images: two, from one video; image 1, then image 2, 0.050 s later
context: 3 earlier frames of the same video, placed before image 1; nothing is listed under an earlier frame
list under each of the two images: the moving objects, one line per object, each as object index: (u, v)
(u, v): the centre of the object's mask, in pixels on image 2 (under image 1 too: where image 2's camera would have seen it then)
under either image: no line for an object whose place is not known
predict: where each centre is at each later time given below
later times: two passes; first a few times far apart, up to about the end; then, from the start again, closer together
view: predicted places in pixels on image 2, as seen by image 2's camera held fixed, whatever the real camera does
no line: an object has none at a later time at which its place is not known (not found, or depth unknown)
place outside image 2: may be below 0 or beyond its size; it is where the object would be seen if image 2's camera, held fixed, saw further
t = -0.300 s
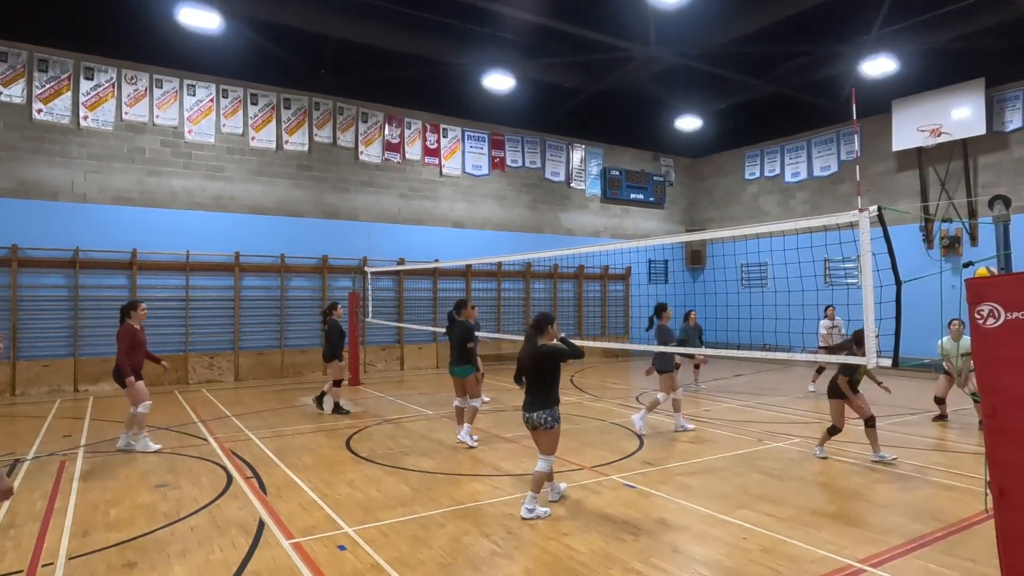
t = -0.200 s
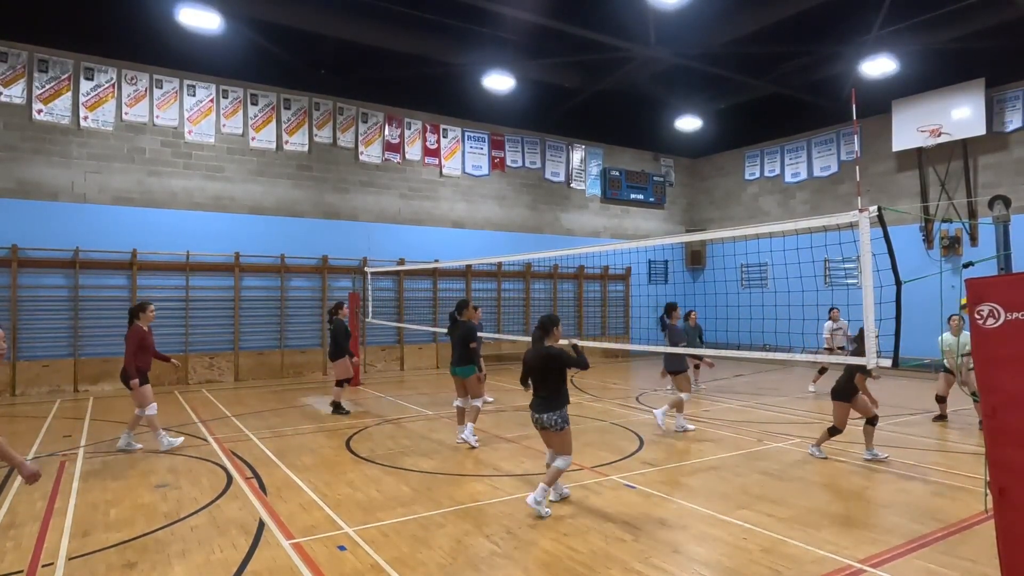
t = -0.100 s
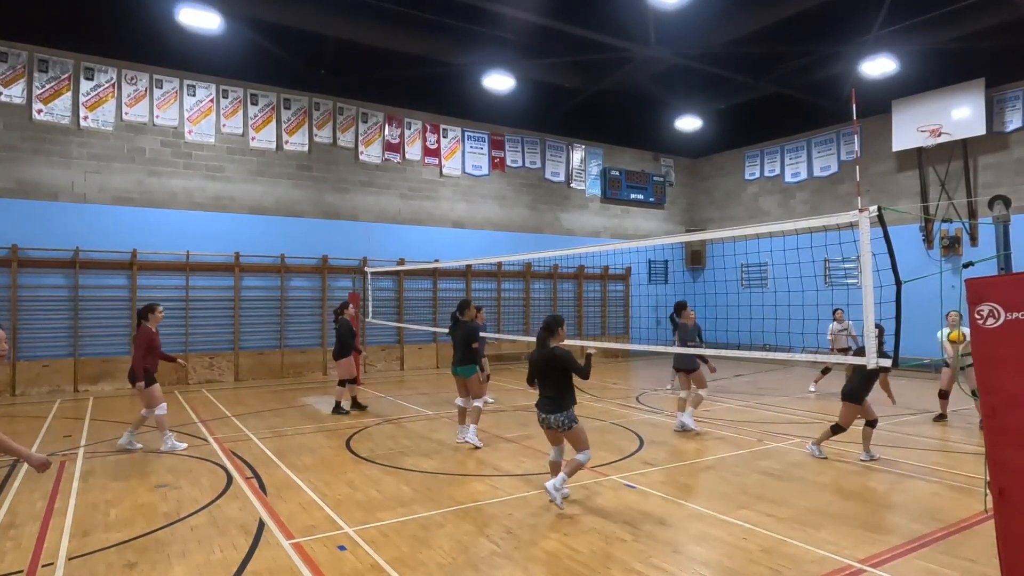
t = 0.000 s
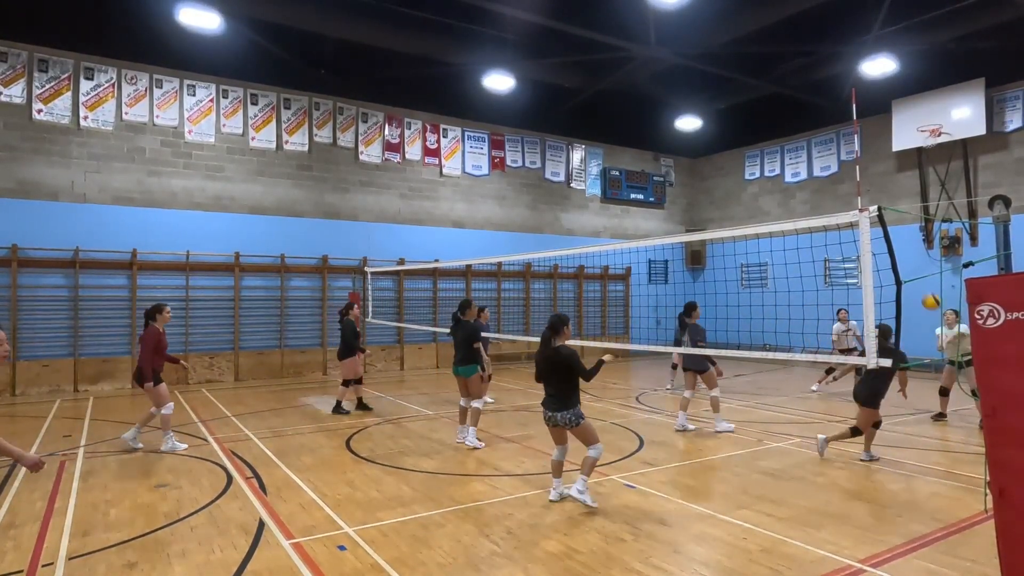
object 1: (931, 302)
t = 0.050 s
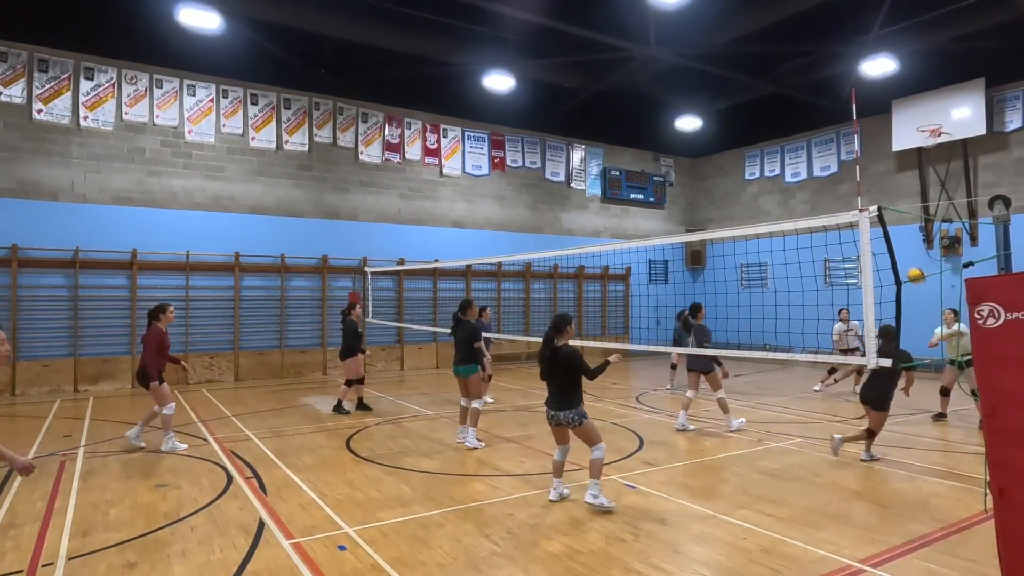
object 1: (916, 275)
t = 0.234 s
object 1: (864, 197)
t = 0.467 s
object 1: (798, 137)
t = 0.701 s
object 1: (735, 119)
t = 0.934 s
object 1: (674, 139)
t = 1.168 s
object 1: (617, 194)
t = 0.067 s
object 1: (911, 267)
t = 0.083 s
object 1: (906, 260)
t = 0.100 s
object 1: (902, 252)
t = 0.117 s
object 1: (898, 244)
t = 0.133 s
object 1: (895, 236)
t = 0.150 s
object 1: (889, 229)
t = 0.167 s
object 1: (877, 226)
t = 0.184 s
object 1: (875, 221)
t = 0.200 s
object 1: (872, 203)
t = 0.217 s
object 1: (868, 202)
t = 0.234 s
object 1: (864, 197)
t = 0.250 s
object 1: (858, 191)
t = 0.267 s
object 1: (854, 187)
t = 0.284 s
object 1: (848, 181)
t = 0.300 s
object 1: (844, 176)
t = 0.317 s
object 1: (840, 171)
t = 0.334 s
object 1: (835, 166)
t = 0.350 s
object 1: (830, 163)
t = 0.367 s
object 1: (825, 158)
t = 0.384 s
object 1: (820, 154)
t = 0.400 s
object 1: (816, 150)
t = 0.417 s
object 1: (812, 147)
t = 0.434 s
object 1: (807, 143)
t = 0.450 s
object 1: (803, 141)
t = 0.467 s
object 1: (798, 137)
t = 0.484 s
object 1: (793, 135)
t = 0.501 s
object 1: (789, 132)
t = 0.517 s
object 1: (784, 130)
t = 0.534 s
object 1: (779, 129)
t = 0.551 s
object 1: (775, 127)
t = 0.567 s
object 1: (770, 125)
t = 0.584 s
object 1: (766, 124)
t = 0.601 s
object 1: (761, 122)
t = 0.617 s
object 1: (757, 121)
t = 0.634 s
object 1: (752, 121)
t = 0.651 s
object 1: (748, 120)
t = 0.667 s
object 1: (743, 119)
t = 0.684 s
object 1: (739, 119)
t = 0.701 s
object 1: (735, 119)
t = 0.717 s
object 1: (730, 119)
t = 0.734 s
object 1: (726, 119)
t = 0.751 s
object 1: (722, 120)
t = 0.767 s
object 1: (717, 121)
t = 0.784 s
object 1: (713, 121)
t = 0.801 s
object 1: (709, 122)
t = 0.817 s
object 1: (705, 124)
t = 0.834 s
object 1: (701, 126)
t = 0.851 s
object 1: (697, 128)
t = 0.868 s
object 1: (692, 133)
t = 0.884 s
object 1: (686, 135)
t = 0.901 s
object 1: (682, 136)
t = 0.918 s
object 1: (678, 137)
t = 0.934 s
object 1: (674, 139)
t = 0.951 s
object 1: (670, 142)
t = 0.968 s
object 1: (666, 145)
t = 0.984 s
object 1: (662, 148)
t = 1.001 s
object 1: (657, 151)
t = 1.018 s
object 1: (654, 154)
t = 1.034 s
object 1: (650, 158)
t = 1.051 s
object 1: (645, 162)
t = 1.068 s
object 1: (640, 167)
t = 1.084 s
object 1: (636, 170)
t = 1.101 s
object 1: (633, 175)
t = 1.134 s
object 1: (624, 185)
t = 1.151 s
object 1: (620, 189)
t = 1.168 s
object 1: (617, 194)
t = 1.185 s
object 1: (613, 200)
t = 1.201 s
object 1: (608, 206)
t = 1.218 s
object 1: (604, 212)
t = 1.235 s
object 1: (600, 218)
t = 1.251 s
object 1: (597, 224)
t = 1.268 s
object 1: (593, 230)
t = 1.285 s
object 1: (589, 237)
